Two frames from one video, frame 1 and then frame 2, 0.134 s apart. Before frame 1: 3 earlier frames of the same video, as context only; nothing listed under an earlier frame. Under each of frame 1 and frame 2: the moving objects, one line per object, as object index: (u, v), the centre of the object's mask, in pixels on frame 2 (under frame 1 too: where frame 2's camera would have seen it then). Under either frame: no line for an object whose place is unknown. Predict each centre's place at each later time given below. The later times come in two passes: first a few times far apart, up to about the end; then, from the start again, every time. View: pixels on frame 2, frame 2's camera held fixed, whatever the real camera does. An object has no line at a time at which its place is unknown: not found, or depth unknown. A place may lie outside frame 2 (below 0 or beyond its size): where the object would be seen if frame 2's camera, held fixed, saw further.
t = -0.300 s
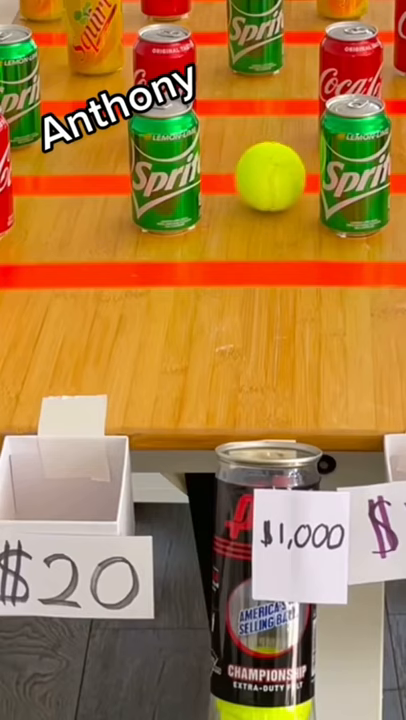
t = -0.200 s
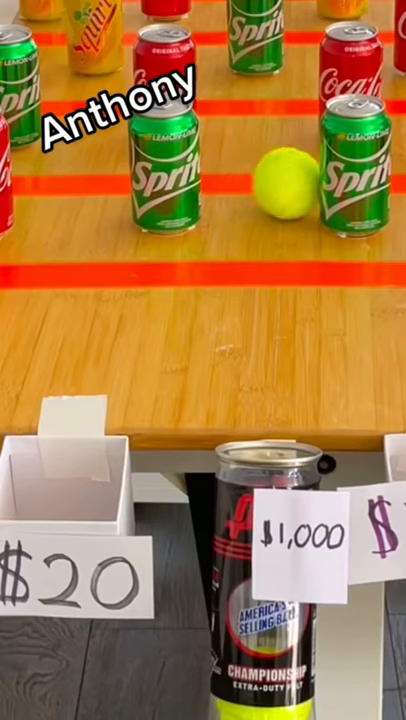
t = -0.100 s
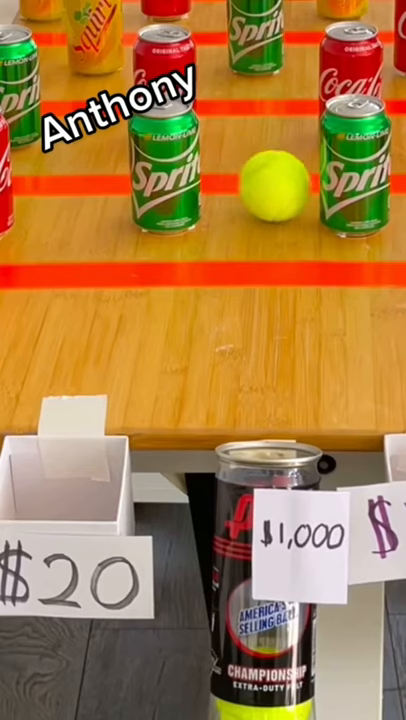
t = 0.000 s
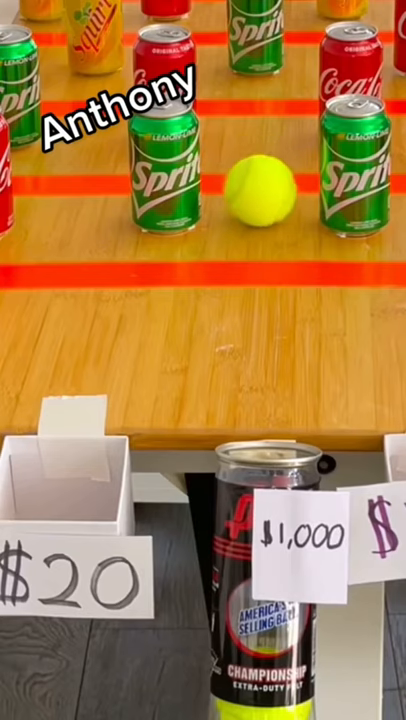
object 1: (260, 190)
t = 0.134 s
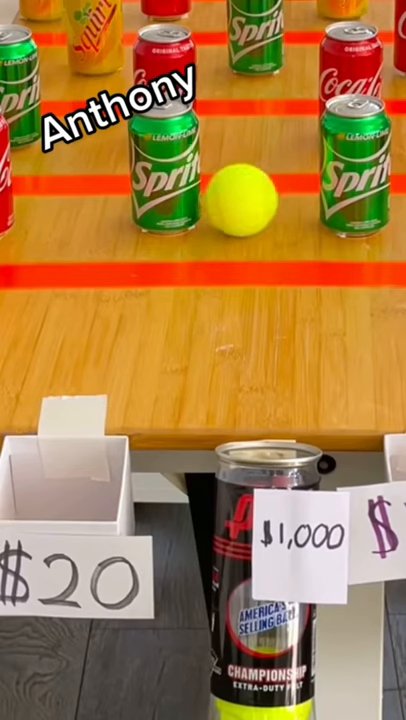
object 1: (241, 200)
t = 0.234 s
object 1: (226, 211)
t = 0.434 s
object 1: (191, 245)
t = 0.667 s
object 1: (139, 308)
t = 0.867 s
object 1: (78, 389)
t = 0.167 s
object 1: (235, 203)
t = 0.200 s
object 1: (231, 207)
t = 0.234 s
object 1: (226, 211)
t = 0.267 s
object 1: (220, 216)
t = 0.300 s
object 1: (215, 221)
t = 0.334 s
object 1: (209, 226)
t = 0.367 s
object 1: (203, 232)
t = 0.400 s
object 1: (197, 238)
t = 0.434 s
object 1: (191, 245)
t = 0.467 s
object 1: (184, 252)
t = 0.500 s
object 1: (177, 260)
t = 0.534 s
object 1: (170, 269)
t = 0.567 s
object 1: (162, 278)
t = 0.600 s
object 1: (154, 287)
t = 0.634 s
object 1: (147, 297)
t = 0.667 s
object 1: (139, 308)
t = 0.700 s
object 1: (130, 319)
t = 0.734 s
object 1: (121, 332)
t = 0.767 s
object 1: (111, 344)
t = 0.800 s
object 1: (101, 358)
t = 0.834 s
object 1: (90, 373)
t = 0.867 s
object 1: (78, 389)
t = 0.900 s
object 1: (68, 414)
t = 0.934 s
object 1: (56, 454)
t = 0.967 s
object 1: (47, 490)
